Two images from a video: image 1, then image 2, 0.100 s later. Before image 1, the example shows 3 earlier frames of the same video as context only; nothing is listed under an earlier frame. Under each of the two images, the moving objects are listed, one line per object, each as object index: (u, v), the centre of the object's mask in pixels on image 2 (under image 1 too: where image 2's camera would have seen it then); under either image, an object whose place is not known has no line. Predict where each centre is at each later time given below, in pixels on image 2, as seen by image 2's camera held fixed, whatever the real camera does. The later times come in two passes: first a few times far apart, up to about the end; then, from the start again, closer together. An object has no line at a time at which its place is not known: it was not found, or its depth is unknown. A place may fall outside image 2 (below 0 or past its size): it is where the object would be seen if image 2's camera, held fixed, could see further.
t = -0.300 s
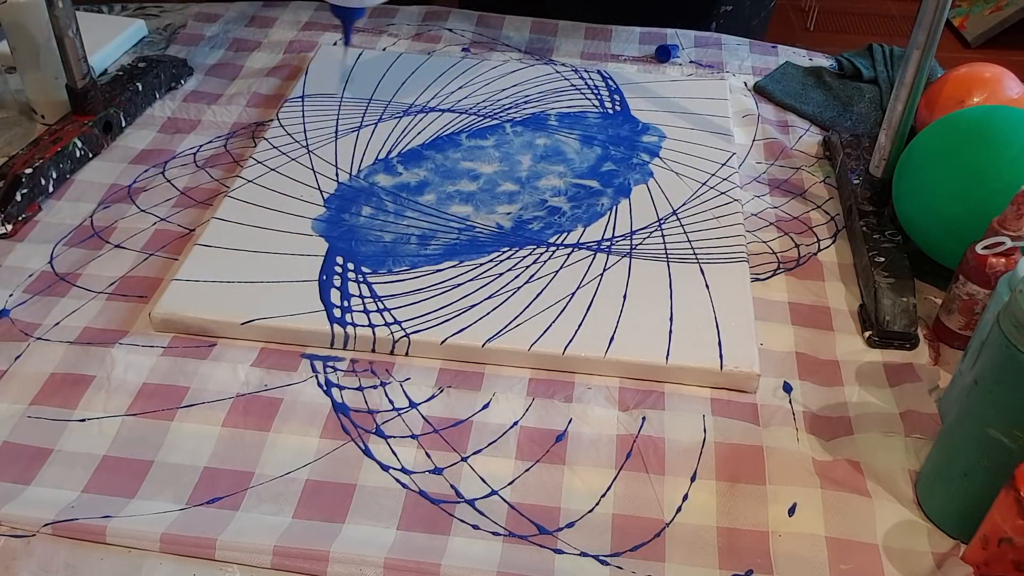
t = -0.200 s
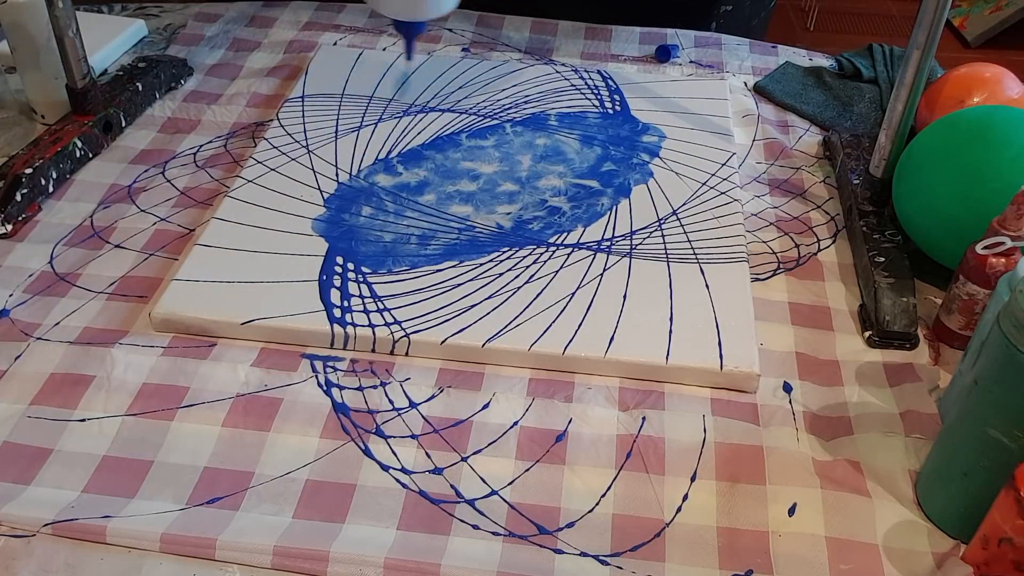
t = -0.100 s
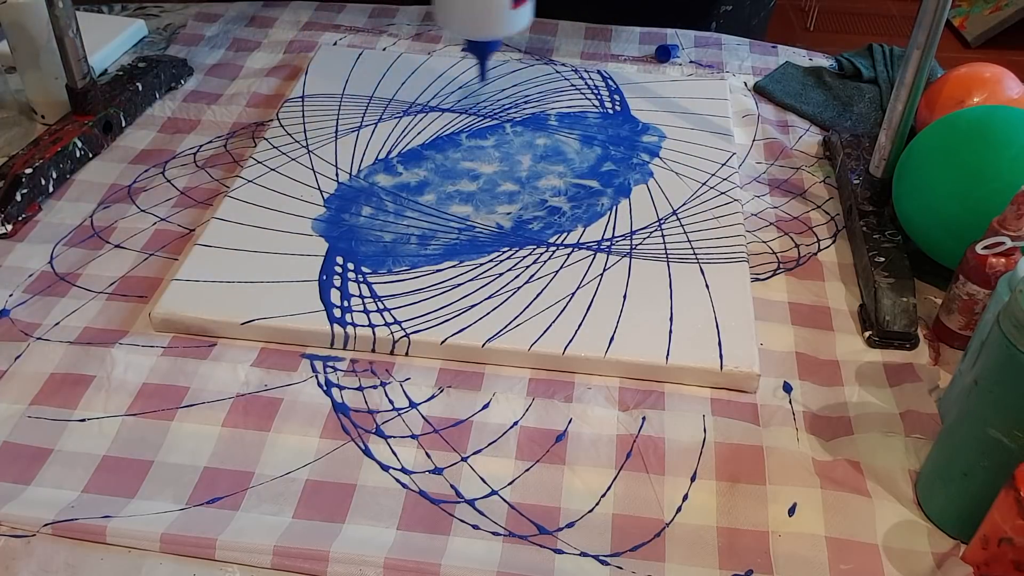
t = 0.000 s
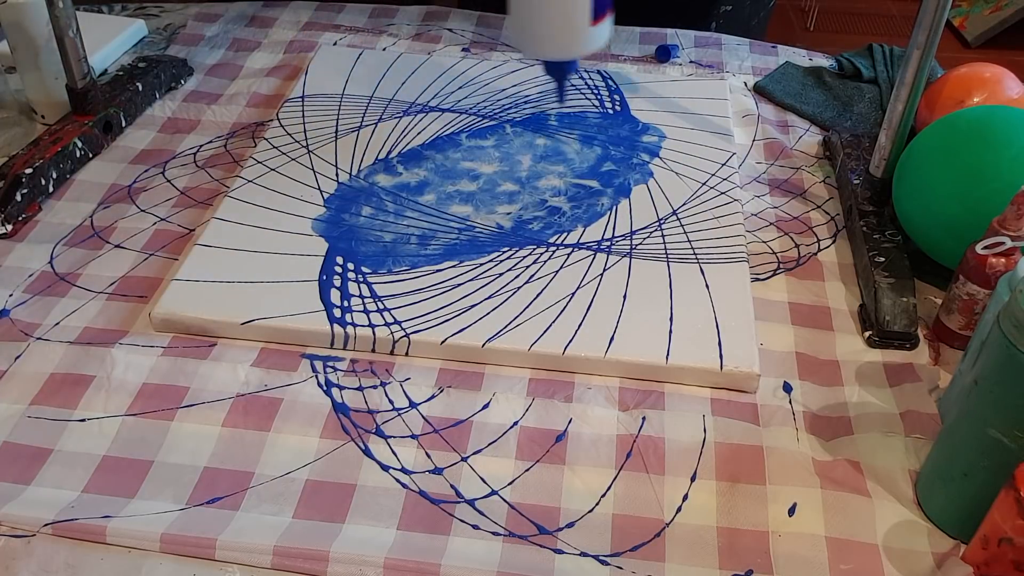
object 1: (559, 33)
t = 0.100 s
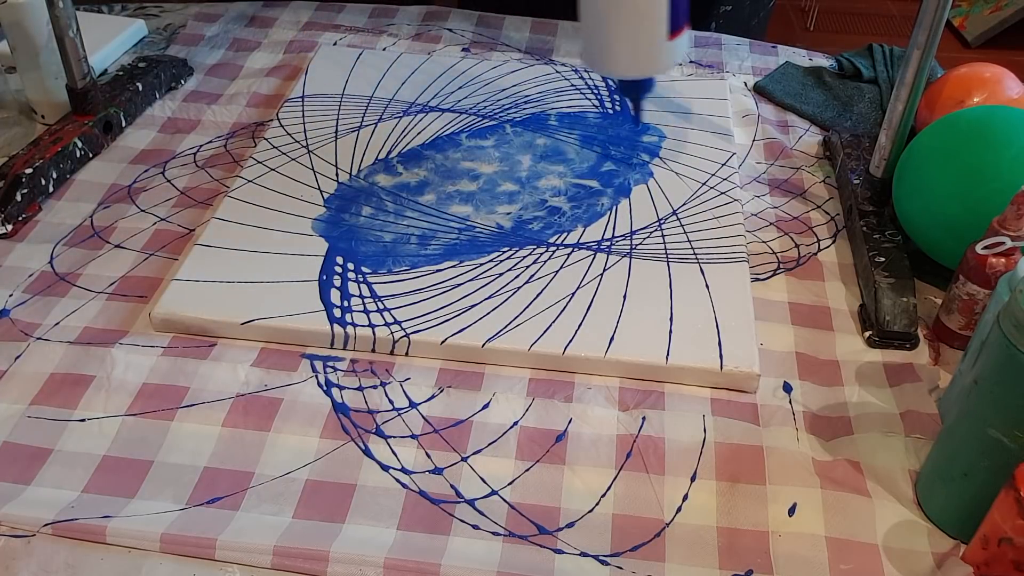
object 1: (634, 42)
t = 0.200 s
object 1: (695, 51)
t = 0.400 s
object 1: (741, 67)
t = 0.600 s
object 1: (649, 75)
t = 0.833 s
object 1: (455, 61)
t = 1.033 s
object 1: (334, 31)
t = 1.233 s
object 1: (311, 16)
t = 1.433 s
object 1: (385, 15)
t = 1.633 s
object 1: (513, 28)
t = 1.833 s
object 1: (648, 48)
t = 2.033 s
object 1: (722, 66)
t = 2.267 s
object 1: (655, 76)
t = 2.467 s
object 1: (504, 67)
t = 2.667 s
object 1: (373, 39)
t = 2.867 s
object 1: (327, 17)
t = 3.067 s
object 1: (367, 15)
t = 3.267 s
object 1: (475, 23)
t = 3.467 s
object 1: (602, 44)
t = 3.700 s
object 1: (702, 66)
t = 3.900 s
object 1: (673, 77)
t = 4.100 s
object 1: (547, 72)
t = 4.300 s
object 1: (414, 48)
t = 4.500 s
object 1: (346, 22)
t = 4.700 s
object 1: (359, 15)
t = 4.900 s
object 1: (444, 19)
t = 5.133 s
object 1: (580, 42)
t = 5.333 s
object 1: (673, 63)
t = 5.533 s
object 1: (678, 77)
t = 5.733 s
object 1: (582, 76)
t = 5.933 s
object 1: (452, 56)
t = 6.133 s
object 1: (369, 28)
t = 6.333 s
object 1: (360, 15)
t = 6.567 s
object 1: (437, 18)
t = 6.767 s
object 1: (542, 36)
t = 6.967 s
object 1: (640, 59)
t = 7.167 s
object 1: (674, 75)
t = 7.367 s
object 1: (608, 78)
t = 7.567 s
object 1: (489, 62)
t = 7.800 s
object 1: (385, 31)
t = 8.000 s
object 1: (369, 16)
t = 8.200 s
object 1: (418, 16)
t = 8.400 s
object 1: (509, 31)
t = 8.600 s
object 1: (607, 53)
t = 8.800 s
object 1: (661, 72)
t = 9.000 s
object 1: (627, 79)
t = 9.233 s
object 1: (504, 65)
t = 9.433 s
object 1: (412, 39)
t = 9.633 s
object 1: (378, 19)
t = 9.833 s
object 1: (407, 15)
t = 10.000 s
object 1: (467, 23)
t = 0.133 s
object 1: (656, 45)
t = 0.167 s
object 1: (677, 48)
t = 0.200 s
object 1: (695, 51)
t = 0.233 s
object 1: (712, 54)
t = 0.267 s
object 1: (725, 56)
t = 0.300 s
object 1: (735, 59)
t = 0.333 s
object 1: (741, 62)
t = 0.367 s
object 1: (743, 64)
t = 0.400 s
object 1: (741, 67)
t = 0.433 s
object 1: (735, 69)
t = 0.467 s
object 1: (725, 71)
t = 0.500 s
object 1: (711, 72)
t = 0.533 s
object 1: (694, 74)
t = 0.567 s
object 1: (673, 75)
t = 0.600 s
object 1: (649, 75)
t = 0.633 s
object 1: (624, 76)
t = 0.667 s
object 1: (596, 74)
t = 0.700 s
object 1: (568, 73)
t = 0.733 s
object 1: (540, 71)
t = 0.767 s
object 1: (510, 69)
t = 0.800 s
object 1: (482, 65)
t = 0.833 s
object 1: (455, 61)
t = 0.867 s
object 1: (429, 56)
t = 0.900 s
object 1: (405, 52)
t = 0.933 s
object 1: (384, 47)
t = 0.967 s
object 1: (364, 41)
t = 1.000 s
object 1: (348, 36)
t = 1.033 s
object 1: (334, 31)
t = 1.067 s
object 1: (323, 26)
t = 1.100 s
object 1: (316, 23)
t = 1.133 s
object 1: (311, 20)
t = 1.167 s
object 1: (309, 17)
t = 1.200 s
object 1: (309, 16)
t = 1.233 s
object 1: (311, 16)
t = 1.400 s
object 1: (367, 15)
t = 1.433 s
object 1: (385, 15)
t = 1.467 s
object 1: (404, 16)
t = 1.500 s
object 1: (424, 17)
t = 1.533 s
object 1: (445, 20)
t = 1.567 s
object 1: (467, 22)
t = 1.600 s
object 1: (490, 25)
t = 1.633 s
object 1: (513, 28)
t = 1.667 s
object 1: (537, 32)
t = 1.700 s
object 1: (560, 35)
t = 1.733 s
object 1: (583, 38)
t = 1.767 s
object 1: (606, 42)
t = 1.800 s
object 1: (627, 45)
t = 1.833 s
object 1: (648, 48)
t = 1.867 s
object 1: (667, 51)
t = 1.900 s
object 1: (683, 55)
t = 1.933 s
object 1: (698, 57)
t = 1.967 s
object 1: (709, 60)
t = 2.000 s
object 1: (718, 63)
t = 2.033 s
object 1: (722, 66)
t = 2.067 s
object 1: (724, 70)
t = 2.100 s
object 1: (721, 70)
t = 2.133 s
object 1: (715, 72)
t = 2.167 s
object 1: (705, 74)
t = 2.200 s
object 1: (691, 75)
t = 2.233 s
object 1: (674, 76)
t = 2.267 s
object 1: (655, 76)
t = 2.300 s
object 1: (633, 77)
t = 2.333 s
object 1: (608, 76)
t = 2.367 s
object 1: (584, 74)
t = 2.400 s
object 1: (557, 73)
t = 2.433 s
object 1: (531, 70)
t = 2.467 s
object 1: (504, 67)
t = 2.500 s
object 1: (479, 63)
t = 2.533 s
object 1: (454, 59)
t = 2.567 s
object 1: (431, 54)
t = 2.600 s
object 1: (410, 50)
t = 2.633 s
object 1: (391, 44)
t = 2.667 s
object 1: (373, 39)
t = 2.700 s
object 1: (359, 34)
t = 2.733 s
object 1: (348, 30)
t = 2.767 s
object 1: (338, 25)
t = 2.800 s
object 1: (331, 22)
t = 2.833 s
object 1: (328, 19)
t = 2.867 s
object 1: (327, 17)
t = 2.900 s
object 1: (327, 16)
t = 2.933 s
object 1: (330, 15)
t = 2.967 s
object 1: (335, 15)
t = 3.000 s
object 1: (343, 15)
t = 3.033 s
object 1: (354, 15)
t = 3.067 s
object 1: (367, 15)
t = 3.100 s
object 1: (383, 15)
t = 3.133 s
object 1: (399, 15)
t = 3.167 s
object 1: (417, 16)
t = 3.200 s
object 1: (435, 18)
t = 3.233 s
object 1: (454, 20)
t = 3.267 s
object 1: (475, 23)
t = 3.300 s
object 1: (496, 26)
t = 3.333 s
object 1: (517, 30)
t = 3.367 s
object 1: (539, 33)
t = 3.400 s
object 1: (560, 37)
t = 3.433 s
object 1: (582, 40)
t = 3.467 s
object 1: (602, 44)
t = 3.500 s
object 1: (622, 48)
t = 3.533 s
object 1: (641, 51)
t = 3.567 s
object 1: (658, 54)
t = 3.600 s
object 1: (672, 57)
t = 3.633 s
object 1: (685, 61)
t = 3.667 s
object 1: (695, 64)
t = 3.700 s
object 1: (702, 66)
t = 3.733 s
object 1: (705, 69)
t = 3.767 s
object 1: (706, 71)
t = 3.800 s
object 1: (703, 73)
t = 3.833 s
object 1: (696, 75)
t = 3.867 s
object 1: (686, 76)
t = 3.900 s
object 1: (673, 77)
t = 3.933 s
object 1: (656, 77)
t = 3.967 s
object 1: (638, 78)
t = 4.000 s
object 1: (617, 77)
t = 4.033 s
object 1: (594, 75)
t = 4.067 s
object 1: (571, 74)
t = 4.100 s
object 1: (547, 72)
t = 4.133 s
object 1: (523, 69)
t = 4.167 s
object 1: (499, 66)
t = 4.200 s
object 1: (476, 62)
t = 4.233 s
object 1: (453, 58)
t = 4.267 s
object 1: (433, 52)
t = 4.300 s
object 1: (414, 48)
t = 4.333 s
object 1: (397, 43)
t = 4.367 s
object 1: (381, 38)
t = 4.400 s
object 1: (369, 33)
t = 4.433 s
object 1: (359, 29)
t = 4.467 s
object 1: (351, 25)
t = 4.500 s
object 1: (346, 22)
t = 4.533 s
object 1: (343, 19)
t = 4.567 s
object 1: (342, 17)
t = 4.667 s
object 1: (352, 15)
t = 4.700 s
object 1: (359, 15)
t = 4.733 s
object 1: (370, 15)
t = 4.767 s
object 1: (383, 15)
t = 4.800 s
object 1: (396, 15)
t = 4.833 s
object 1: (411, 16)
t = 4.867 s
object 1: (428, 17)
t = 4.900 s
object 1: (444, 19)
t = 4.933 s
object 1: (463, 22)
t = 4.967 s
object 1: (482, 24)
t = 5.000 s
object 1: (501, 28)
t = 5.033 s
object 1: (521, 31)
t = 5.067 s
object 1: (540, 35)
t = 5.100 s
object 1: (560, 38)
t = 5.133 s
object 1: (580, 42)
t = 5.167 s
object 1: (599, 46)
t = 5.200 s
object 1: (616, 50)
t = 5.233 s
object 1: (633, 53)
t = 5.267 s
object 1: (648, 57)
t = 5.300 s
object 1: (662, 60)
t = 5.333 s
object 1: (673, 63)
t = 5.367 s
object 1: (681, 66)
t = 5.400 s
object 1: (687, 69)
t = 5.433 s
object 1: (689, 71)
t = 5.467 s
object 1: (689, 73)
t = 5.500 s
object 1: (685, 75)
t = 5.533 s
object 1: (678, 77)
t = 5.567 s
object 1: (669, 78)
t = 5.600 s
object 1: (656, 78)
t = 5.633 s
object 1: (640, 78)
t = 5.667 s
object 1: (623, 78)
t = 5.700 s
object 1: (603, 77)
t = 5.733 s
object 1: (582, 76)
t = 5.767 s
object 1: (560, 74)
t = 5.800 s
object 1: (538, 72)
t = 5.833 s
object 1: (516, 68)
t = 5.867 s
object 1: (494, 64)
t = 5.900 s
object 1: (473, 60)
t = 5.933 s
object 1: (452, 56)
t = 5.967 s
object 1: (434, 51)
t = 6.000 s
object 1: (417, 47)
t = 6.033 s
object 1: (402, 41)
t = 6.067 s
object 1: (389, 36)
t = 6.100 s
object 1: (378, 32)
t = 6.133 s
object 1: (369, 28)
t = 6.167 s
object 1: (363, 24)
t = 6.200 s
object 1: (358, 21)
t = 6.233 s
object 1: (356, 19)
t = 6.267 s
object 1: (356, 18)
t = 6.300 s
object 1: (357, 16)
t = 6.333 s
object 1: (360, 15)
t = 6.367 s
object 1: (366, 16)
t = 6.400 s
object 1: (374, 15)
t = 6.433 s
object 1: (383, 15)
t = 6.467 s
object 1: (395, 15)
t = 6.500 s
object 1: (408, 15)
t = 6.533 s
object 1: (422, 17)
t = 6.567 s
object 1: (437, 18)
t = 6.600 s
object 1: (452, 20)
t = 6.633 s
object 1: (470, 23)
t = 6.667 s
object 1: (487, 26)
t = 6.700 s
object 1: (505, 29)
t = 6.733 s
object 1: (524, 33)
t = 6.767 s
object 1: (542, 36)
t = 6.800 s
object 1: (560, 40)
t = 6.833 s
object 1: (578, 44)
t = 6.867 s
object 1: (595, 48)
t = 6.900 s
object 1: (611, 52)
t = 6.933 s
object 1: (626, 55)
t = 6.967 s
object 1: (640, 59)
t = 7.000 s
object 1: (652, 62)
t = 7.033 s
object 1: (661, 65)
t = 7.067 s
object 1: (669, 68)
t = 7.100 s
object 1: (673, 70)
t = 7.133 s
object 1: (675, 73)
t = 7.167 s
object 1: (674, 75)
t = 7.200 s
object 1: (670, 77)
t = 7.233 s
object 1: (663, 77)
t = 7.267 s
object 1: (653, 78)
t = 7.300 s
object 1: (640, 79)
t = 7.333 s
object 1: (626, 79)
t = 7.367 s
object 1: (608, 78)
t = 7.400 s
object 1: (590, 76)
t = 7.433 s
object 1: (571, 74)
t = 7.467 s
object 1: (551, 73)
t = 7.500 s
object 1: (530, 70)
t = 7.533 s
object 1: (509, 66)
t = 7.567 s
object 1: (489, 62)
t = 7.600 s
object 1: (470, 59)
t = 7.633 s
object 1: (452, 54)
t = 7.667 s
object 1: (435, 49)
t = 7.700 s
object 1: (421, 45)
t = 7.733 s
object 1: (407, 40)
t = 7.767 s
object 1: (395, 35)
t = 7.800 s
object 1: (385, 31)
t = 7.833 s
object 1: (378, 27)
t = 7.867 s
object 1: (372, 25)
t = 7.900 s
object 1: (368, 21)
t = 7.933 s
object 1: (367, 19)
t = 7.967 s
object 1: (367, 17)
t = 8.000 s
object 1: (369, 16)
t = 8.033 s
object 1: (373, 16)
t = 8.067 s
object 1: (379, 15)
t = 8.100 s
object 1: (386, 15)
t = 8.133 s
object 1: (395, 15)
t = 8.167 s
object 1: (406, 15)
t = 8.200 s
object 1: (418, 16)
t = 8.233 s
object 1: (431, 17)
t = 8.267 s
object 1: (445, 19)
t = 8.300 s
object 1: (460, 21)
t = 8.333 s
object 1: (476, 24)
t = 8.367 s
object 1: (492, 27)
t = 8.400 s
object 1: (509, 31)
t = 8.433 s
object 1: (526, 34)
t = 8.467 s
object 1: (543, 38)
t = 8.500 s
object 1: (560, 42)
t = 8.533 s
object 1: (576, 46)
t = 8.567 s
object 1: (592, 50)
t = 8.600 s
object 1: (607, 53)
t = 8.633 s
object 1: (620, 57)
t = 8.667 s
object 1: (633, 60)
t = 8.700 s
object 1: (643, 64)
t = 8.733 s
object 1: (651, 67)
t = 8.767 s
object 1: (658, 69)
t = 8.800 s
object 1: (661, 72)
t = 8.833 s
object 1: (662, 74)
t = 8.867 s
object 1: (660, 75)
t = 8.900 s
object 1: (656, 77)
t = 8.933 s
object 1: (649, 78)
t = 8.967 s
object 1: (639, 79)
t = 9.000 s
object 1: (627, 79)
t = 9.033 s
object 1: (612, 79)
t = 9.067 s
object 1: (596, 77)
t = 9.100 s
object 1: (579, 76)
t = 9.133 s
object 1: (561, 74)
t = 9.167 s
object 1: (542, 72)
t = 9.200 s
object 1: (523, 69)
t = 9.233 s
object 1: (504, 65)
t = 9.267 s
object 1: (486, 61)
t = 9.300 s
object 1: (468, 58)
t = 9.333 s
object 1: (452, 53)
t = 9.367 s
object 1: (437, 48)
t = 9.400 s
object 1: (423, 44)
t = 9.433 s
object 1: (412, 39)
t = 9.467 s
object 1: (401, 35)
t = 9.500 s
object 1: (393, 31)
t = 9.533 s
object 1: (386, 27)
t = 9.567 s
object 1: (381, 24)
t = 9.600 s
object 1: (378, 22)
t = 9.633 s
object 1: (378, 19)
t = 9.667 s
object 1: (378, 17)
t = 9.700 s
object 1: (381, 16)
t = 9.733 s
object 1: (385, 16)
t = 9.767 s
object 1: (390, 15)
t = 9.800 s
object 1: (397, 15)
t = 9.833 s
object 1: (407, 15)
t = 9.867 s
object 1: (417, 15)
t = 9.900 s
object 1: (428, 17)
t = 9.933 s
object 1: (440, 18)
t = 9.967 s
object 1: (454, 20)
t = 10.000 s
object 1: (467, 23)
